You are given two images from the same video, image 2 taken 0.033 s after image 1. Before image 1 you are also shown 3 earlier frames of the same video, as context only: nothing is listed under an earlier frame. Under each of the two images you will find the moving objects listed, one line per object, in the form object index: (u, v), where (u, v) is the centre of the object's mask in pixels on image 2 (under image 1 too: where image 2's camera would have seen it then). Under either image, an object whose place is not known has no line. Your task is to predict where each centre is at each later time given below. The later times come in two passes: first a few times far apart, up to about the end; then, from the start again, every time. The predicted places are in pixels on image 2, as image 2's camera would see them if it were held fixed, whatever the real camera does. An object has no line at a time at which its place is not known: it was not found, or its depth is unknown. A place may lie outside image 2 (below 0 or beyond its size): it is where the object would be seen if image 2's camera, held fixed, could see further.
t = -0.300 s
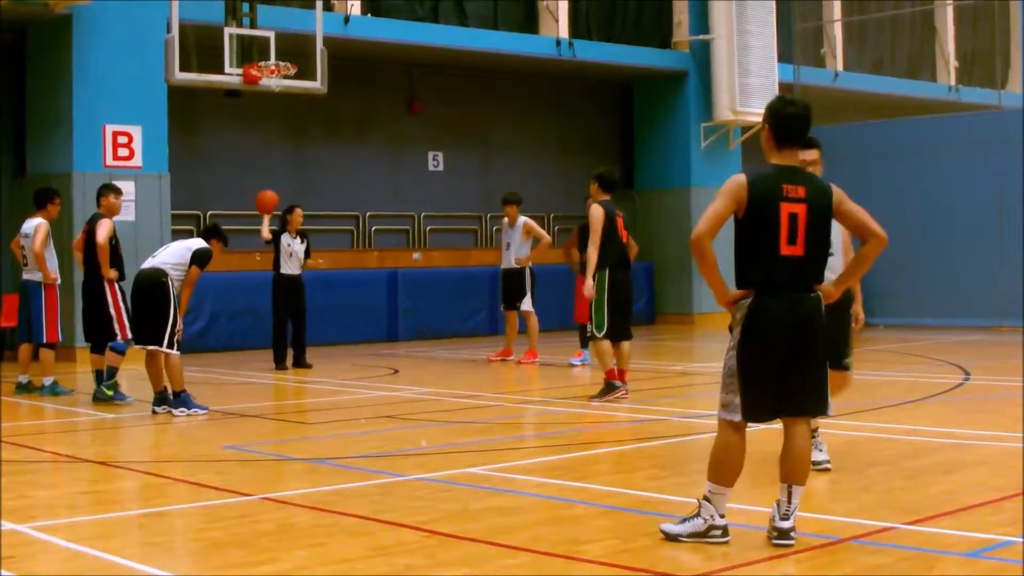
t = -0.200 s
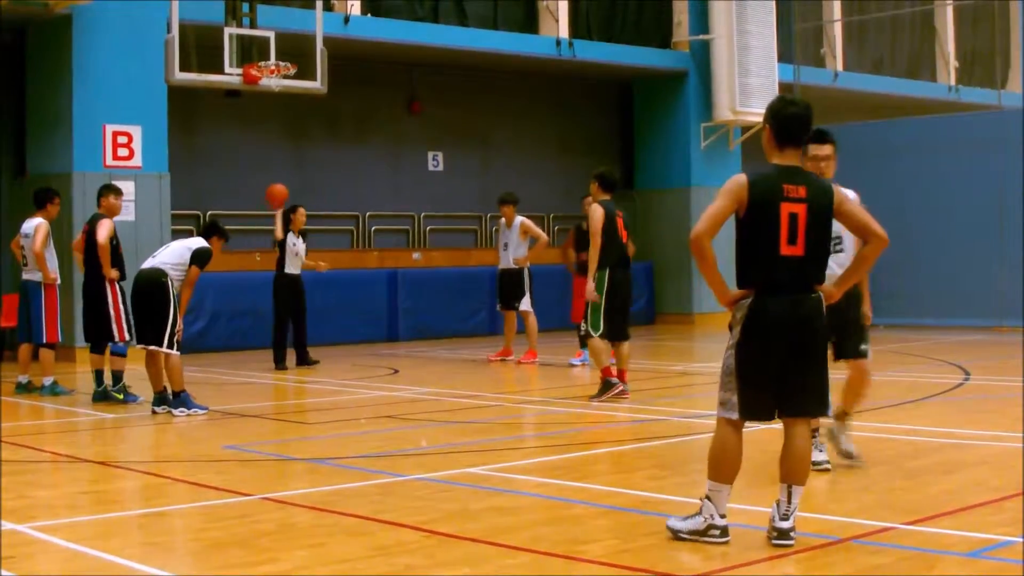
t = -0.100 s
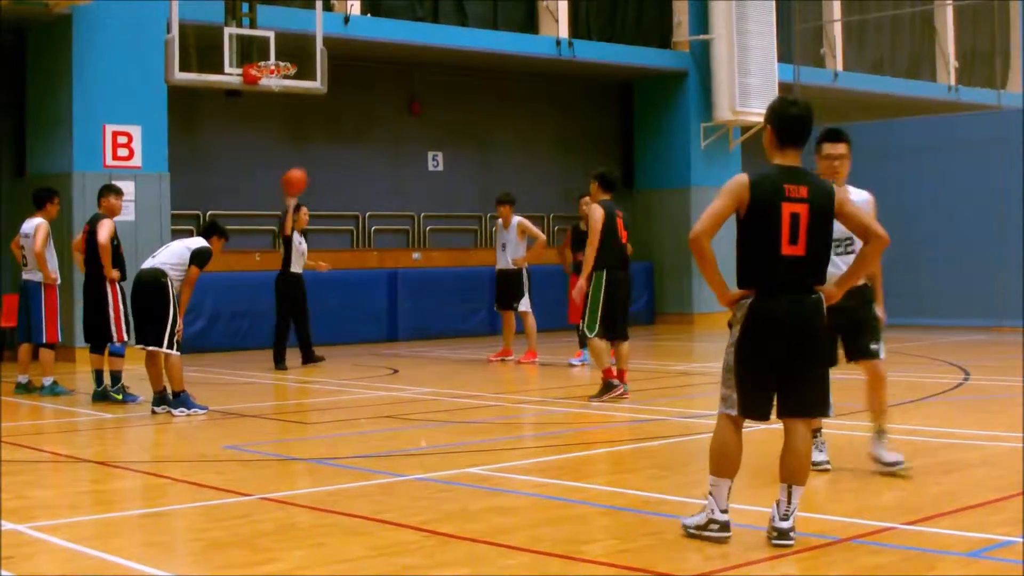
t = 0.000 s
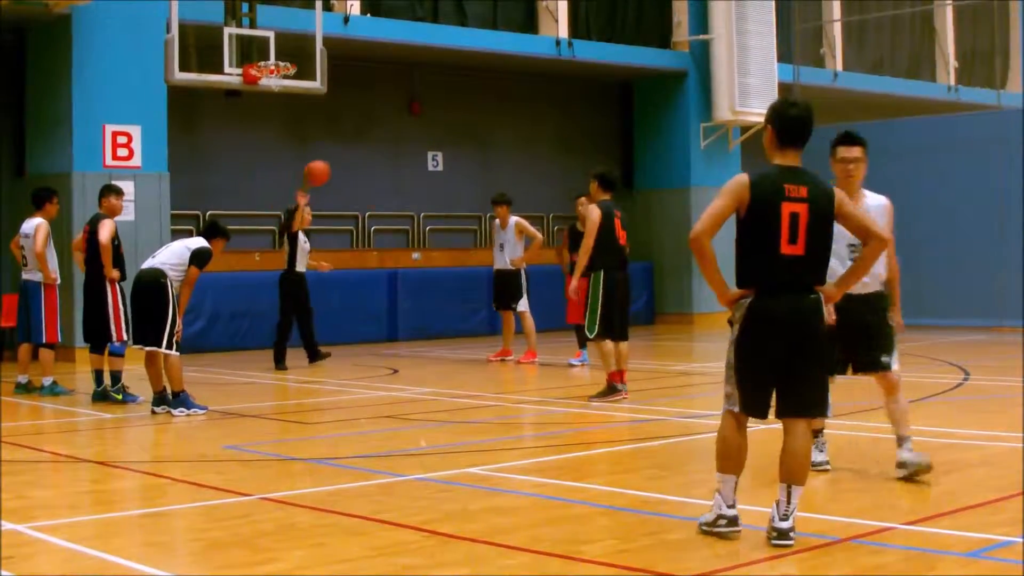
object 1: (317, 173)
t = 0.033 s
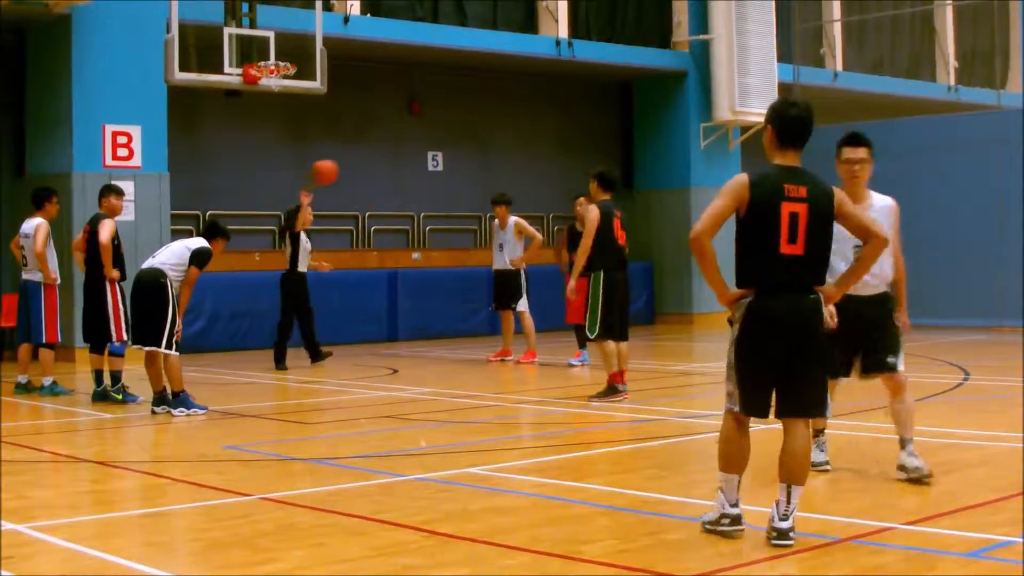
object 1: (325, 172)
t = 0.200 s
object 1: (366, 187)
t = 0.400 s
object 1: (420, 243)
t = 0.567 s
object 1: (470, 334)
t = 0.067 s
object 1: (333, 173)
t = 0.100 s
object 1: (341, 174)
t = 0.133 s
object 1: (350, 177)
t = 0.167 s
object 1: (357, 181)
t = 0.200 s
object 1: (366, 187)
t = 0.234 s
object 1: (374, 193)
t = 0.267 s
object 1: (383, 200)
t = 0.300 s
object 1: (392, 209)
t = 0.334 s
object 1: (402, 222)
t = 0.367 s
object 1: (411, 233)
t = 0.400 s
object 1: (420, 243)
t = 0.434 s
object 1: (431, 262)
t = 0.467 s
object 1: (440, 278)
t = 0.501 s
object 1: (450, 295)
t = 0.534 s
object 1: (460, 315)
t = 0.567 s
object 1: (470, 334)
